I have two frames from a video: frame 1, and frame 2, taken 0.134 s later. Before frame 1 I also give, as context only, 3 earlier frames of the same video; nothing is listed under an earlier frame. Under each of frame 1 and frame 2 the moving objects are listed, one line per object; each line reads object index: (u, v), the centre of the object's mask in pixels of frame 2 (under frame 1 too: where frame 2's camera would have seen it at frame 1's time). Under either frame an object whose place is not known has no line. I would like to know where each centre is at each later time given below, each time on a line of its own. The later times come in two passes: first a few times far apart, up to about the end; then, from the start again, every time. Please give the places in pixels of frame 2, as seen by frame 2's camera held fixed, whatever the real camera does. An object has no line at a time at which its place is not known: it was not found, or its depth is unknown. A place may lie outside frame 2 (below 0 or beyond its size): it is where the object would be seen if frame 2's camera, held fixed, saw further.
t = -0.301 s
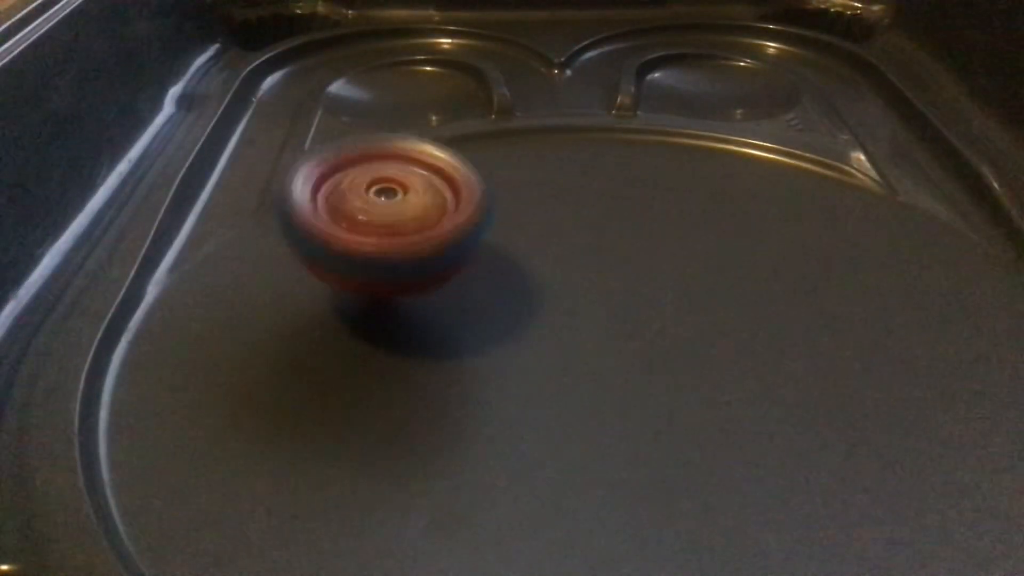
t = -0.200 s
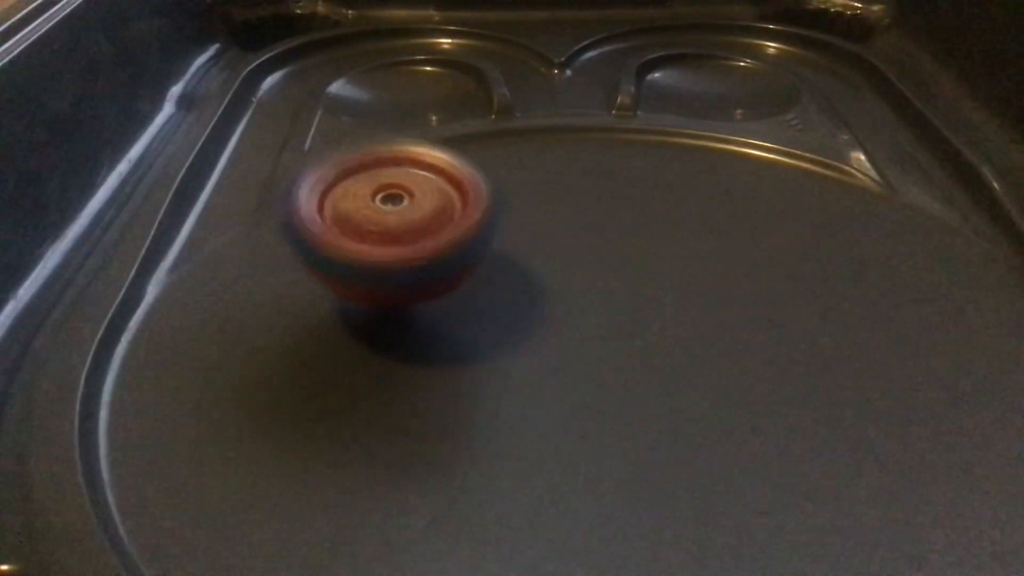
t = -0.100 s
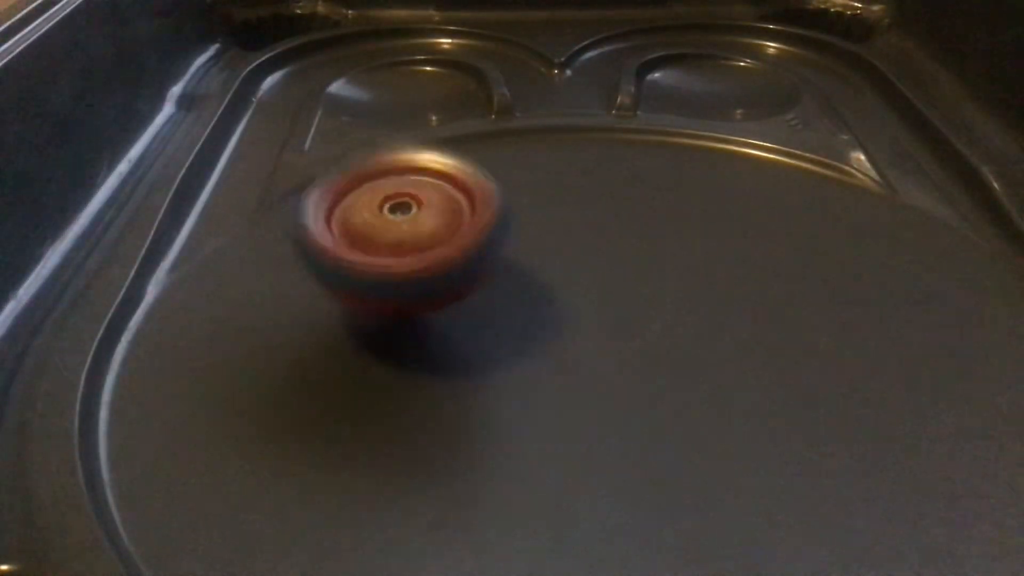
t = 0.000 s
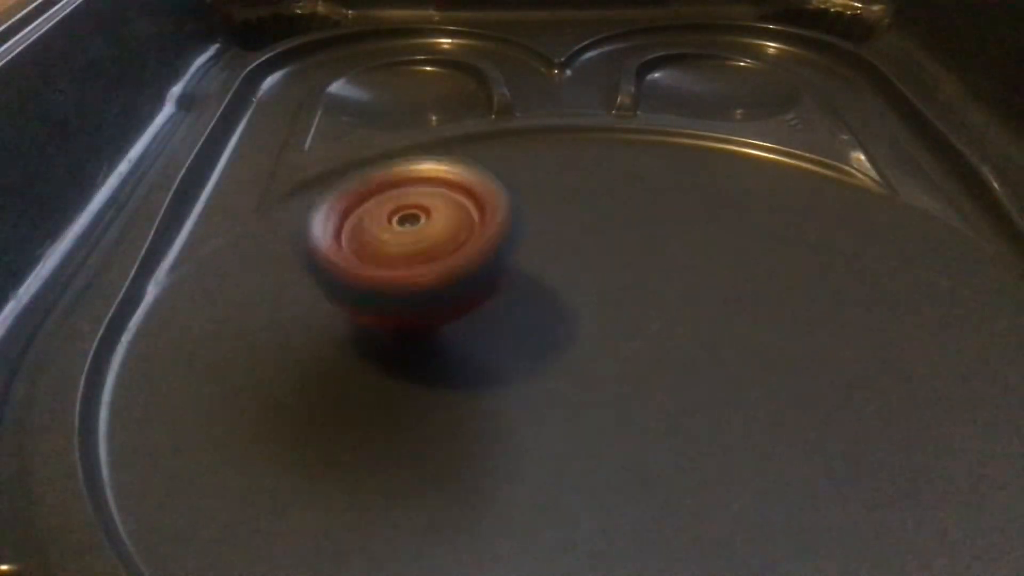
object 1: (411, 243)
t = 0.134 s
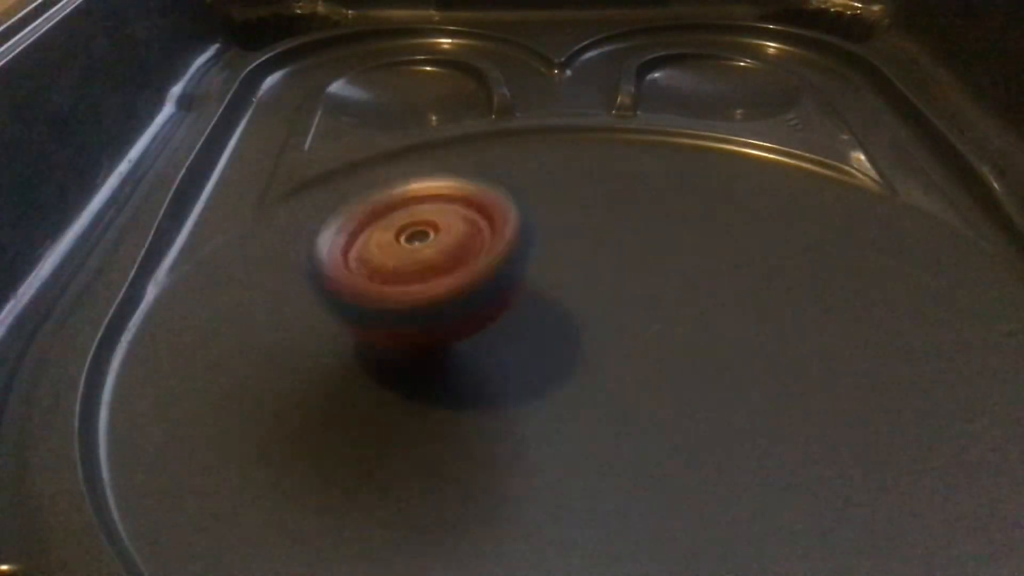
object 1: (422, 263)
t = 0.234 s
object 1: (426, 278)
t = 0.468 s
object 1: (417, 312)
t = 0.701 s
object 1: (397, 332)
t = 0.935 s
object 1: (386, 335)
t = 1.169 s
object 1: (409, 331)
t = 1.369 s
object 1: (453, 331)
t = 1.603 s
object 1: (512, 341)
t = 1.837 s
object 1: (559, 364)
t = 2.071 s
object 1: (579, 384)
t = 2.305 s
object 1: (581, 390)
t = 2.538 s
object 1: (582, 377)
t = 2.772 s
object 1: (606, 354)
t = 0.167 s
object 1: (424, 268)
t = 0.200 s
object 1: (425, 273)
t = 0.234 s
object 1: (426, 278)
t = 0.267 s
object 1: (426, 284)
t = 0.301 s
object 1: (426, 288)
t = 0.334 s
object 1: (425, 293)
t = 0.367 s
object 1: (424, 298)
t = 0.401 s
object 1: (422, 303)
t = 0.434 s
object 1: (420, 308)
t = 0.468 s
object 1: (417, 312)
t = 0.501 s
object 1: (415, 316)
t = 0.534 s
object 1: (412, 320)
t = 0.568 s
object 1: (409, 324)
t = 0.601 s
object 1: (405, 326)
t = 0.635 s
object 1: (402, 328)
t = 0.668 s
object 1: (399, 331)
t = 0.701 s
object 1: (397, 332)
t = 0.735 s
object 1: (393, 334)
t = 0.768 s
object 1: (391, 335)
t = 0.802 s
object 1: (389, 336)
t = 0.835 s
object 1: (388, 336)
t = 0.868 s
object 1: (386, 336)
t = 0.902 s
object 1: (386, 336)
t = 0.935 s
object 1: (386, 335)
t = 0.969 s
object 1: (387, 335)
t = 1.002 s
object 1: (387, 334)
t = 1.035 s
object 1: (391, 334)
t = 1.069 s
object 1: (393, 333)
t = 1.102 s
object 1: (399, 332)
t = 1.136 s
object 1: (404, 332)
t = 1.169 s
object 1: (409, 331)
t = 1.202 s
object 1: (418, 330)
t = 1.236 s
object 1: (422, 329)
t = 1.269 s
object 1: (429, 329)
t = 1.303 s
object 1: (437, 329)
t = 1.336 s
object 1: (445, 329)
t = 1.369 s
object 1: (453, 331)
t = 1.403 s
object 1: (462, 331)
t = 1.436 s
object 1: (471, 332)
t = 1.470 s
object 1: (479, 332)
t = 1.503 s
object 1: (487, 335)
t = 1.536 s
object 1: (494, 336)
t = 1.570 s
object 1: (504, 338)
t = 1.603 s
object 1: (512, 341)
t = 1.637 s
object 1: (521, 343)
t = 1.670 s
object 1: (528, 346)
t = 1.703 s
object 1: (535, 349)
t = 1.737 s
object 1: (540, 353)
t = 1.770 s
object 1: (547, 356)
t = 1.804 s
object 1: (553, 360)
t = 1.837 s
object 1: (559, 364)
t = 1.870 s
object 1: (564, 367)
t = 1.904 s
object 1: (569, 371)
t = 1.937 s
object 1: (572, 374)
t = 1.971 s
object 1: (574, 377)
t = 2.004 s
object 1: (577, 380)
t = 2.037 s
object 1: (578, 381)
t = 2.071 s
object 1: (579, 384)
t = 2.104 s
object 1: (580, 386)
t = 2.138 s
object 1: (581, 387)
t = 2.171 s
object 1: (581, 388)
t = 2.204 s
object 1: (580, 390)
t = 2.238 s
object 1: (581, 390)
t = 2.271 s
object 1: (580, 390)
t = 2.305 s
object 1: (581, 390)
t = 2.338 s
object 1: (582, 390)
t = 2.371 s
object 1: (581, 389)
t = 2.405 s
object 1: (581, 387)
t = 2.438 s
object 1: (581, 386)
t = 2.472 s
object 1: (581, 383)
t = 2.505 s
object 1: (582, 381)
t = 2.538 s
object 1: (582, 377)
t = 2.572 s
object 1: (583, 374)
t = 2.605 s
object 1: (587, 371)
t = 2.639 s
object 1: (589, 368)
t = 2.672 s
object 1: (592, 364)
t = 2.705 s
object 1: (596, 360)
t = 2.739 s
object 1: (600, 356)
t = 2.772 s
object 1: (606, 354)
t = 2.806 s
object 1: (611, 351)
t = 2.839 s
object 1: (617, 347)
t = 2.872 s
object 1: (624, 344)
